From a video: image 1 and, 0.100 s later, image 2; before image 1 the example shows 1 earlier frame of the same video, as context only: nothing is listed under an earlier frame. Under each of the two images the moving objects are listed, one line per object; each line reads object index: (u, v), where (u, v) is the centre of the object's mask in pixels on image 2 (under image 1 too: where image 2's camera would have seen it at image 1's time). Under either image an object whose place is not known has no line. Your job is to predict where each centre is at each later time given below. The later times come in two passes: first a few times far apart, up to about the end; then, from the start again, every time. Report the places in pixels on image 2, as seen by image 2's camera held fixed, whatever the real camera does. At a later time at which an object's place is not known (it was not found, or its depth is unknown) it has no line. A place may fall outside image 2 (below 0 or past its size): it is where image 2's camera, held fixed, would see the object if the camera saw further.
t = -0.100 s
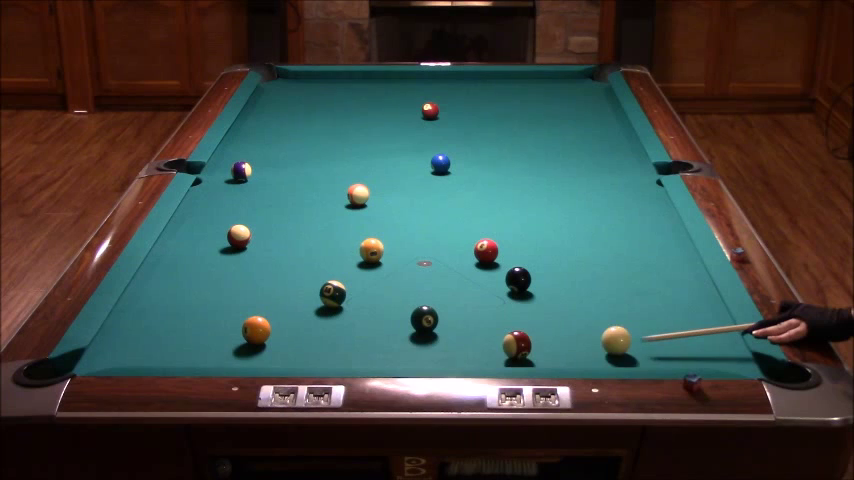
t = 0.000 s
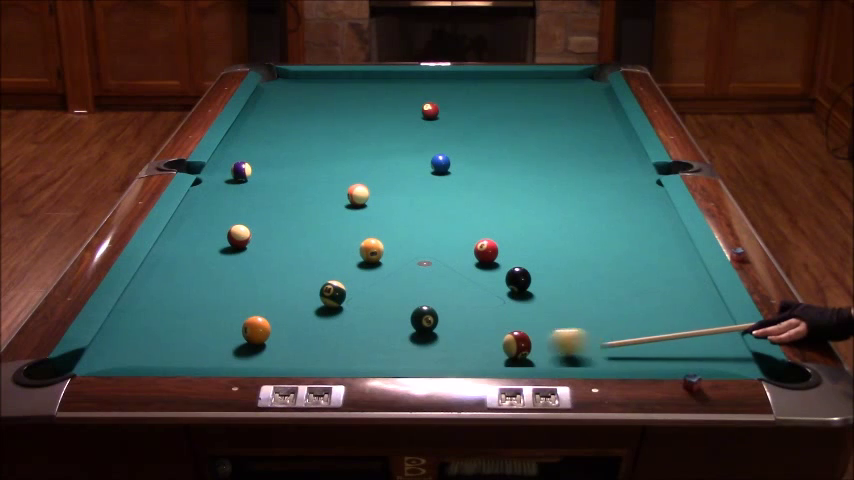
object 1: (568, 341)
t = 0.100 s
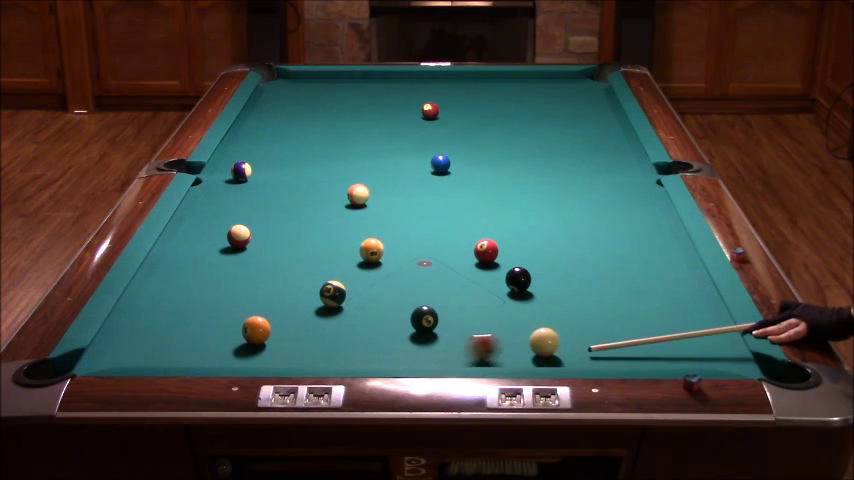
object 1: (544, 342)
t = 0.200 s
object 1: (541, 341)
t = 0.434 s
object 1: (536, 338)
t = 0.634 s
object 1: (533, 337)
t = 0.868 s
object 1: (531, 336)
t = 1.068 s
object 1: (531, 336)
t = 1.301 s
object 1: (531, 336)
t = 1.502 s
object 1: (531, 336)
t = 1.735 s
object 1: (531, 336)
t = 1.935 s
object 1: (531, 336)
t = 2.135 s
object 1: (531, 336)
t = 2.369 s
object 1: (531, 336)
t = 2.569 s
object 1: (531, 336)
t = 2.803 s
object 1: (531, 336)
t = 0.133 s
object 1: (543, 341)
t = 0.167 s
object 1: (542, 341)
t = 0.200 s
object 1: (541, 341)
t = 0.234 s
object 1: (540, 340)
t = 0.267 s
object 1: (540, 340)
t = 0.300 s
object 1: (539, 339)
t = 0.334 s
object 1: (538, 339)
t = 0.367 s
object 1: (537, 339)
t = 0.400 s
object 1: (536, 338)
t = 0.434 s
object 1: (536, 338)
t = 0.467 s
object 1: (535, 338)
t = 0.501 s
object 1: (535, 337)
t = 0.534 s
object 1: (534, 337)
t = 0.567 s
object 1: (534, 337)
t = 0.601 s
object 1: (533, 337)
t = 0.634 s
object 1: (533, 337)
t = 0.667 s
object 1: (532, 336)
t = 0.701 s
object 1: (532, 336)
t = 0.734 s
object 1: (532, 336)
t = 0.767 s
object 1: (532, 336)
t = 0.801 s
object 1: (531, 336)
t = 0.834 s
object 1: (531, 336)
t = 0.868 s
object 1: (531, 336)
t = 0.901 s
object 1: (531, 336)
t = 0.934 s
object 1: (531, 336)
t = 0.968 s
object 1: (531, 336)
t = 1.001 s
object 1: (531, 336)
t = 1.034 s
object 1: (531, 336)
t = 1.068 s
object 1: (531, 336)
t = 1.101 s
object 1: (531, 336)
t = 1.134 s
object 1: (531, 336)
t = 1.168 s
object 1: (531, 336)
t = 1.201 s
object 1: (531, 336)
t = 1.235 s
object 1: (531, 336)
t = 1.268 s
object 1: (531, 336)
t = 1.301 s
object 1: (531, 336)
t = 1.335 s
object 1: (531, 336)
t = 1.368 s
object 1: (531, 336)
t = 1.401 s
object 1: (531, 336)
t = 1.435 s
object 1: (531, 336)
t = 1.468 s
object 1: (531, 336)
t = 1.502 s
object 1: (531, 336)
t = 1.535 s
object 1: (531, 336)
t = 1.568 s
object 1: (531, 336)
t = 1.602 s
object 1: (531, 336)
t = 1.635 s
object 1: (531, 336)
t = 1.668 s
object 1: (531, 336)
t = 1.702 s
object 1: (531, 336)
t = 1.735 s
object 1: (531, 336)
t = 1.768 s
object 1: (531, 336)
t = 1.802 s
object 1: (531, 336)
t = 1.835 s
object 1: (531, 336)
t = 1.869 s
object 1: (531, 336)
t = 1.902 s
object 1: (531, 336)
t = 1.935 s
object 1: (531, 336)
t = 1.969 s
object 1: (531, 336)
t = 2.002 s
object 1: (531, 336)
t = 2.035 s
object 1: (531, 336)
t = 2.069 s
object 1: (531, 336)
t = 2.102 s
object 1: (531, 336)
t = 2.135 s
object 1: (531, 336)
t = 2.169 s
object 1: (531, 336)
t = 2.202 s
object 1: (531, 336)
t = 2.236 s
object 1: (531, 336)
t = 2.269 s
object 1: (531, 336)
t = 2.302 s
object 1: (531, 336)
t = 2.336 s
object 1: (531, 336)
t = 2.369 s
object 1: (531, 336)
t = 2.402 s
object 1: (531, 336)
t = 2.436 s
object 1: (531, 336)
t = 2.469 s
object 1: (531, 336)
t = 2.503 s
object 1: (531, 336)
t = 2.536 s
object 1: (531, 336)
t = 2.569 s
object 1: (531, 336)
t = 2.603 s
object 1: (531, 336)
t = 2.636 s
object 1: (531, 336)
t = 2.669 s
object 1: (531, 336)
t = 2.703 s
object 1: (531, 336)
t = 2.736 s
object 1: (531, 336)
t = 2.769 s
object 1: (531, 336)
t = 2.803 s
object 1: (531, 336)
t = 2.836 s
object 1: (531, 336)
